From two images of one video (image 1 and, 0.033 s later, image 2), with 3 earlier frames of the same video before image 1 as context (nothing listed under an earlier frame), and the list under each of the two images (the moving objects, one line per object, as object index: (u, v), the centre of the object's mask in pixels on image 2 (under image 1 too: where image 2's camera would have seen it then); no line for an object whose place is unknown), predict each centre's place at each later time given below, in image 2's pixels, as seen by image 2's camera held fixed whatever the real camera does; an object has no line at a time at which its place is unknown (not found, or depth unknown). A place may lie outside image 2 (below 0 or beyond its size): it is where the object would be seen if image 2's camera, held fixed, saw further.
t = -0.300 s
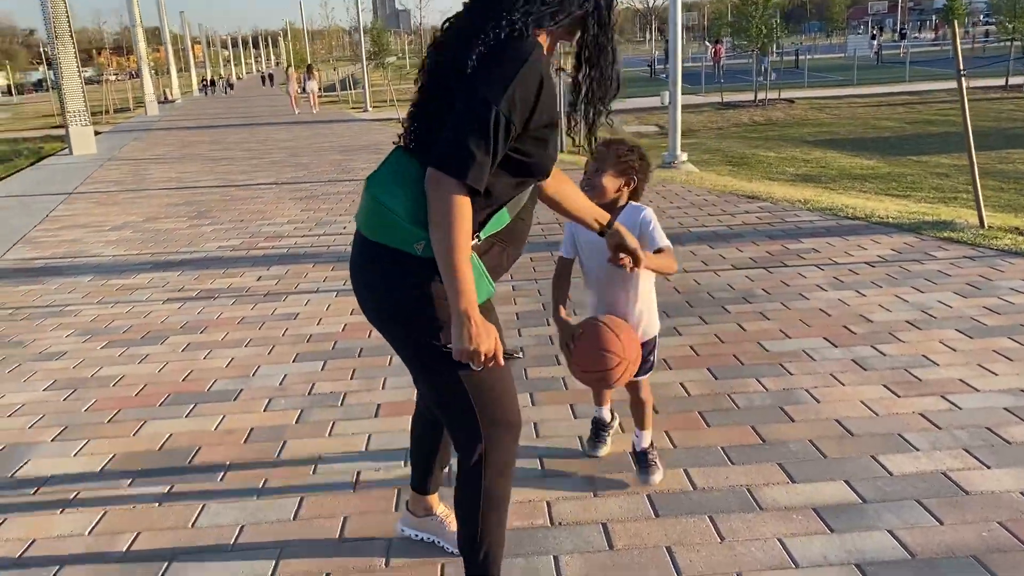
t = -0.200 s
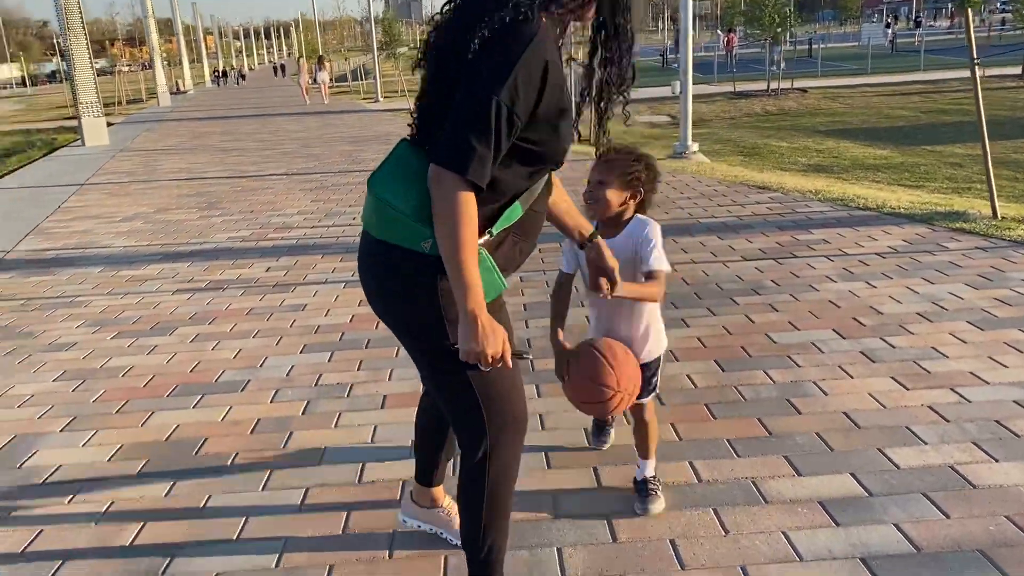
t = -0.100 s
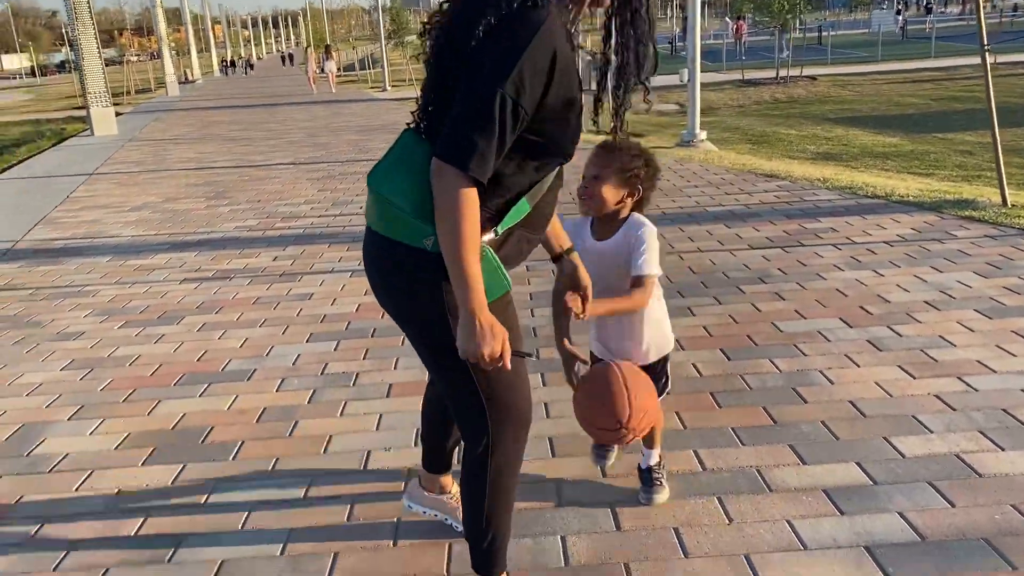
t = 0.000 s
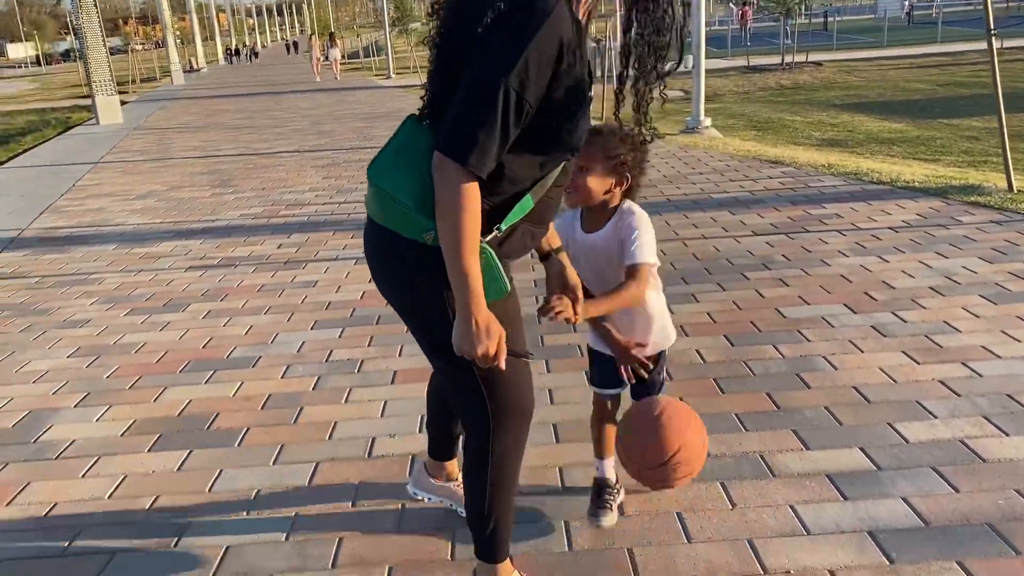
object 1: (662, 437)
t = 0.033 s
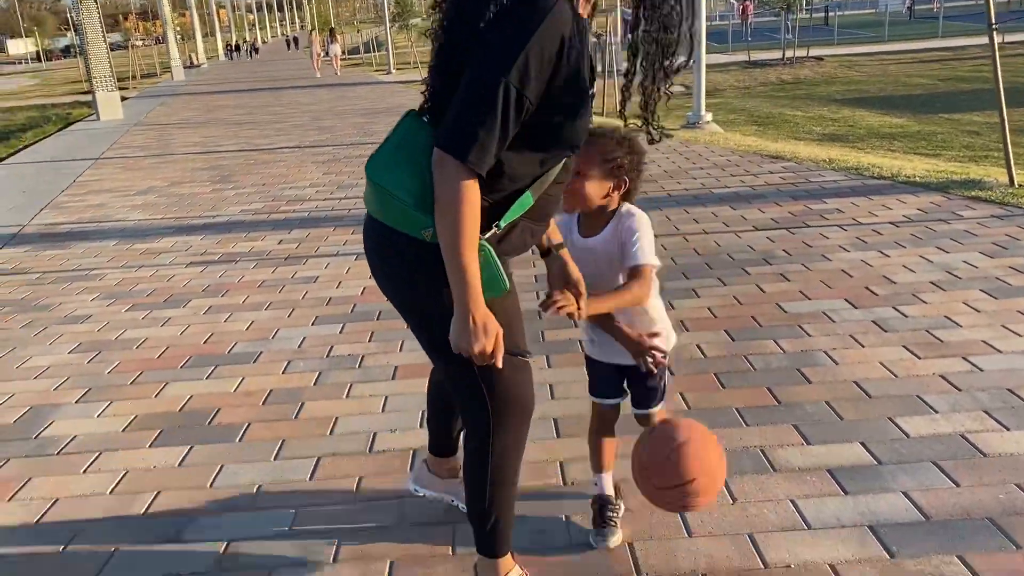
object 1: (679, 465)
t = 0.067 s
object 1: (697, 499)
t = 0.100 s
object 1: (715, 538)
